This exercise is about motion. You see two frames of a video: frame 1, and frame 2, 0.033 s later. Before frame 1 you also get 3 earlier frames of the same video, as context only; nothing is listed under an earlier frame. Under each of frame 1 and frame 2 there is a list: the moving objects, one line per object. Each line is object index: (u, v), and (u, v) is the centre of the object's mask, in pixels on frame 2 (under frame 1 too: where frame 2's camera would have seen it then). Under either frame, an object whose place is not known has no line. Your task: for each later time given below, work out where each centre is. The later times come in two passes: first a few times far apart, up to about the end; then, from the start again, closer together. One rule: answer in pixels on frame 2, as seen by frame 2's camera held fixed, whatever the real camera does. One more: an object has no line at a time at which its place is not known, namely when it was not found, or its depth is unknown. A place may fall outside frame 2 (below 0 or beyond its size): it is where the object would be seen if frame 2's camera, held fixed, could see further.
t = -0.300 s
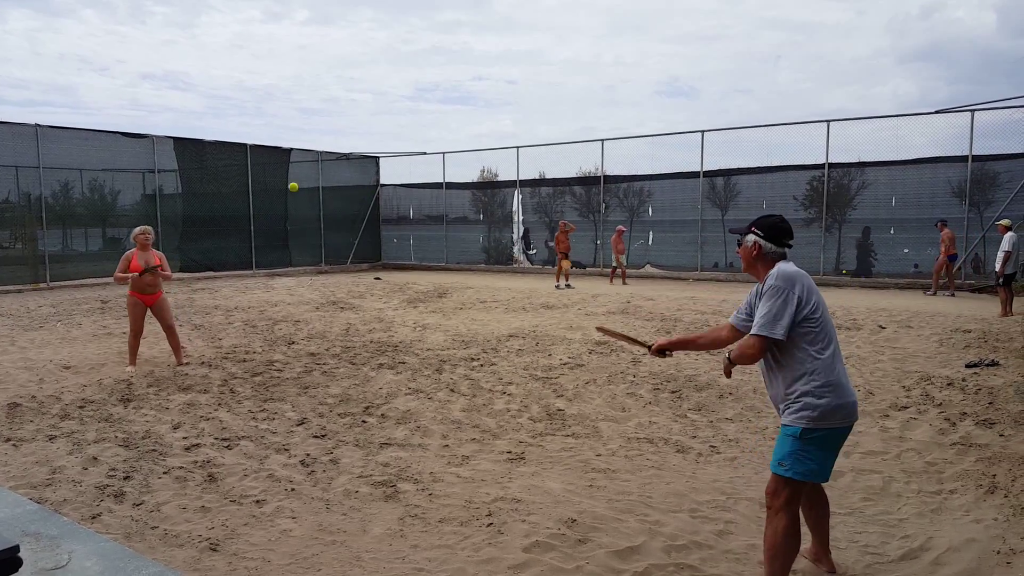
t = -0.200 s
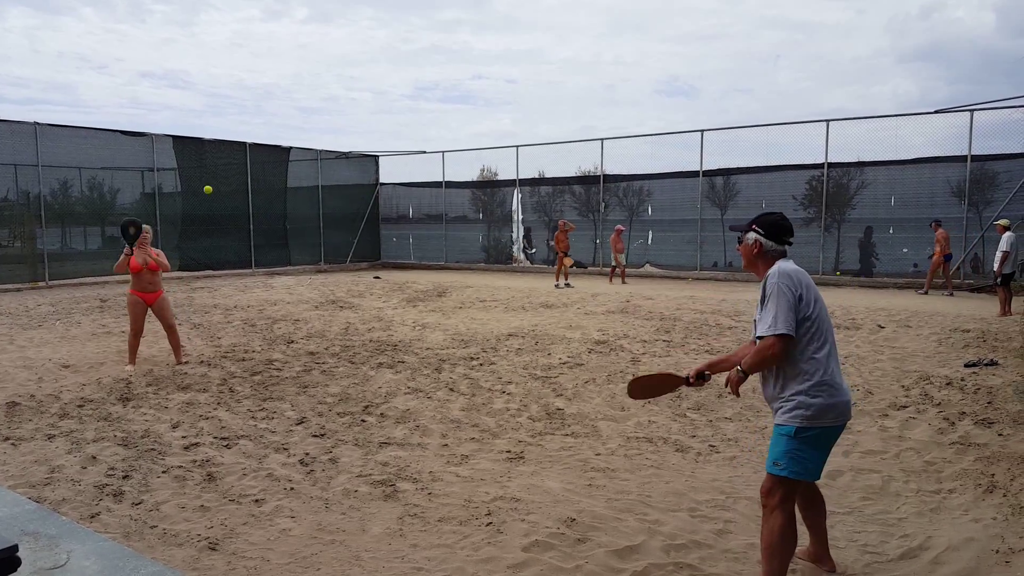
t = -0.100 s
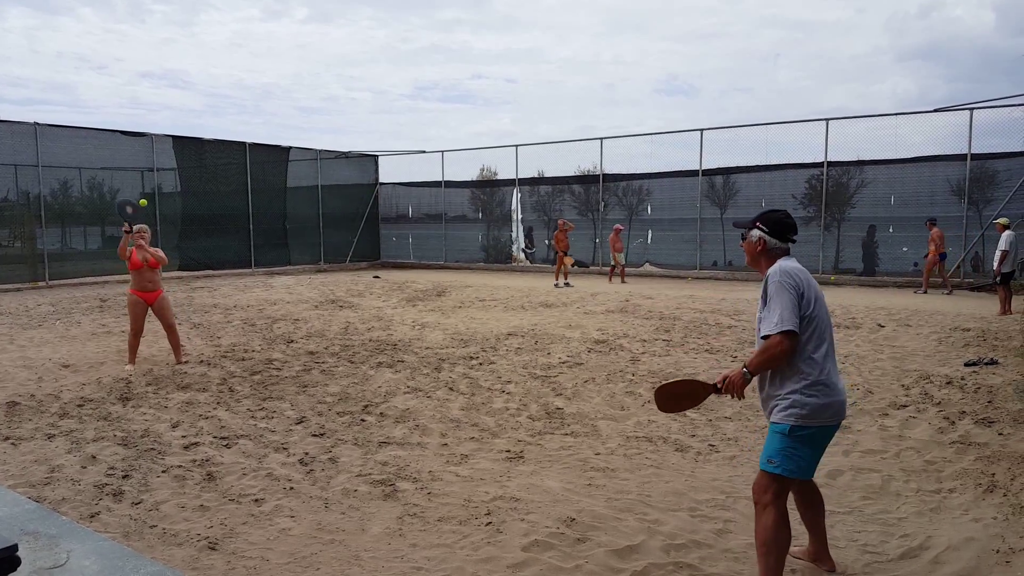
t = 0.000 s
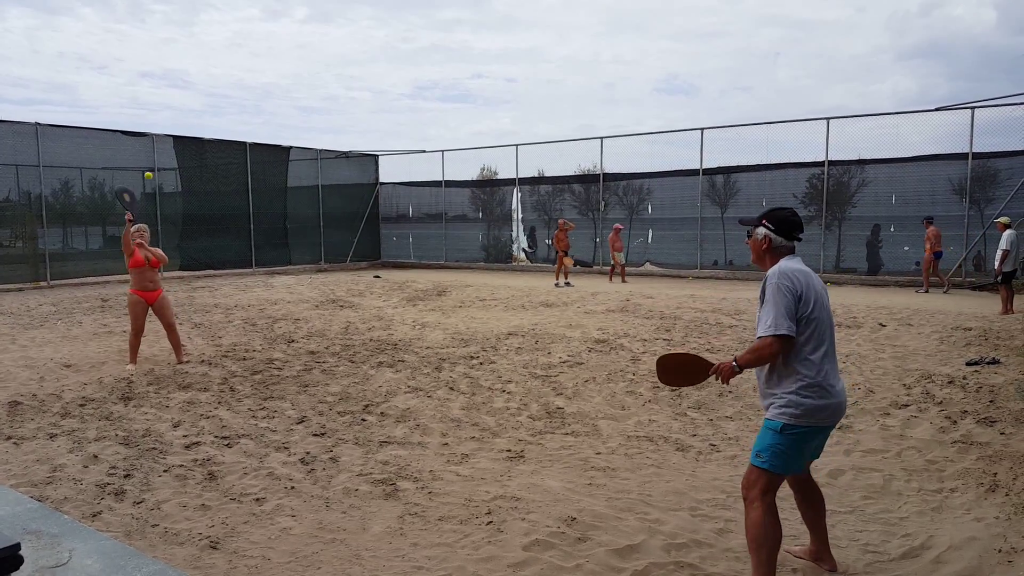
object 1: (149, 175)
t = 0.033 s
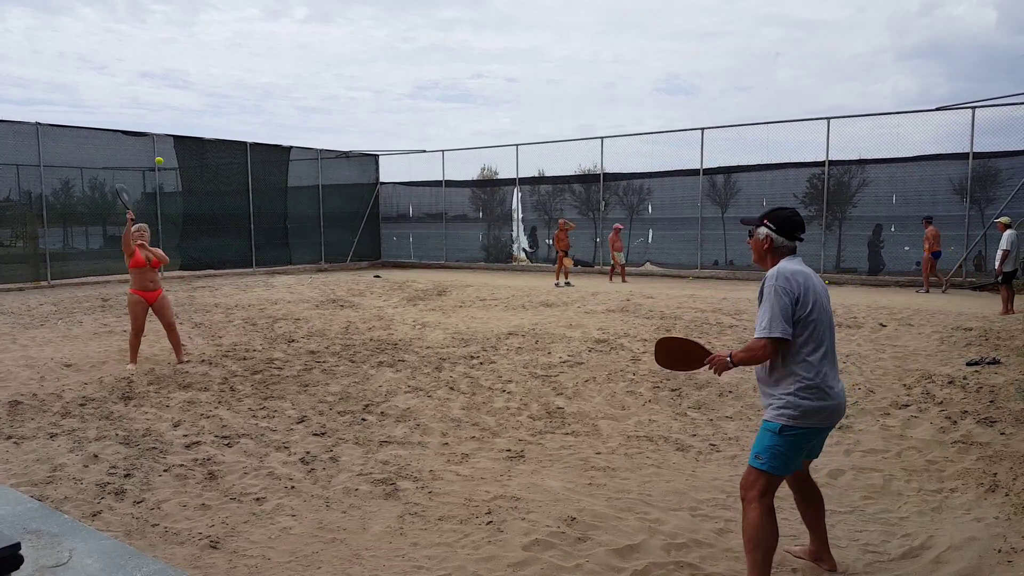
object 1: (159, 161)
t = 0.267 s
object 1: (253, 71)
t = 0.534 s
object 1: (443, 18)
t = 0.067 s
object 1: (170, 146)
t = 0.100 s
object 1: (182, 132)
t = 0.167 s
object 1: (208, 106)
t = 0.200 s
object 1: (222, 94)
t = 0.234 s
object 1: (237, 82)
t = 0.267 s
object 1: (253, 71)
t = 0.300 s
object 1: (271, 60)
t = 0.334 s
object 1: (290, 51)
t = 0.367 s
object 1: (311, 42)
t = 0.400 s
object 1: (333, 34)
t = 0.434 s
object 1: (357, 28)
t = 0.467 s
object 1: (383, 23)
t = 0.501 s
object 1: (412, 20)
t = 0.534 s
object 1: (443, 18)
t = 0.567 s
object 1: (476, 19)
